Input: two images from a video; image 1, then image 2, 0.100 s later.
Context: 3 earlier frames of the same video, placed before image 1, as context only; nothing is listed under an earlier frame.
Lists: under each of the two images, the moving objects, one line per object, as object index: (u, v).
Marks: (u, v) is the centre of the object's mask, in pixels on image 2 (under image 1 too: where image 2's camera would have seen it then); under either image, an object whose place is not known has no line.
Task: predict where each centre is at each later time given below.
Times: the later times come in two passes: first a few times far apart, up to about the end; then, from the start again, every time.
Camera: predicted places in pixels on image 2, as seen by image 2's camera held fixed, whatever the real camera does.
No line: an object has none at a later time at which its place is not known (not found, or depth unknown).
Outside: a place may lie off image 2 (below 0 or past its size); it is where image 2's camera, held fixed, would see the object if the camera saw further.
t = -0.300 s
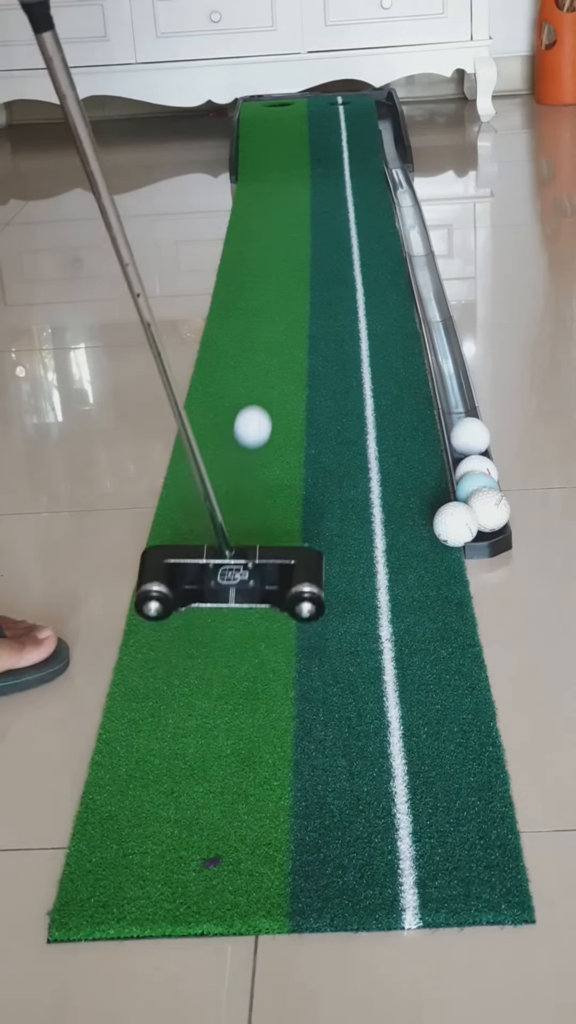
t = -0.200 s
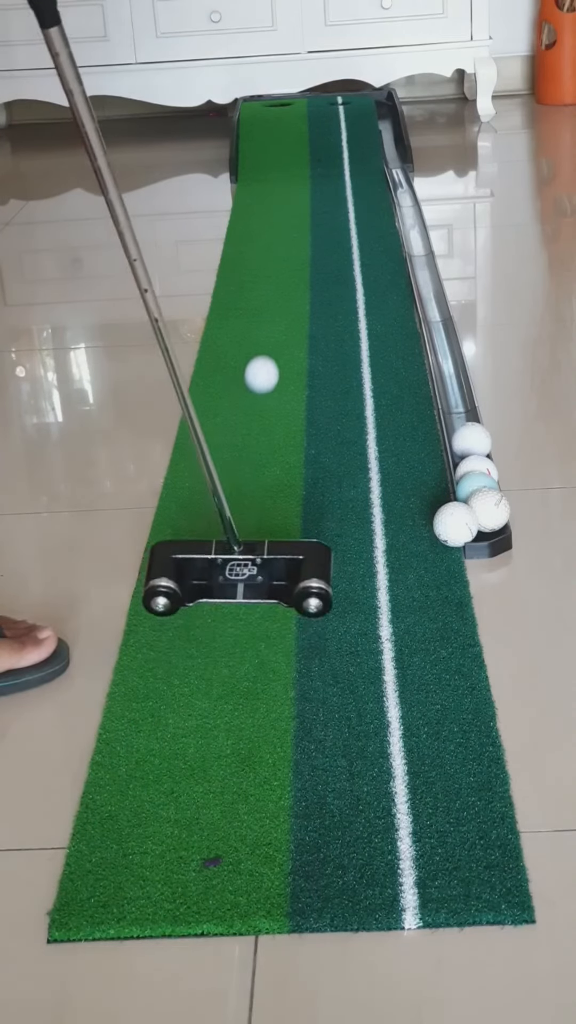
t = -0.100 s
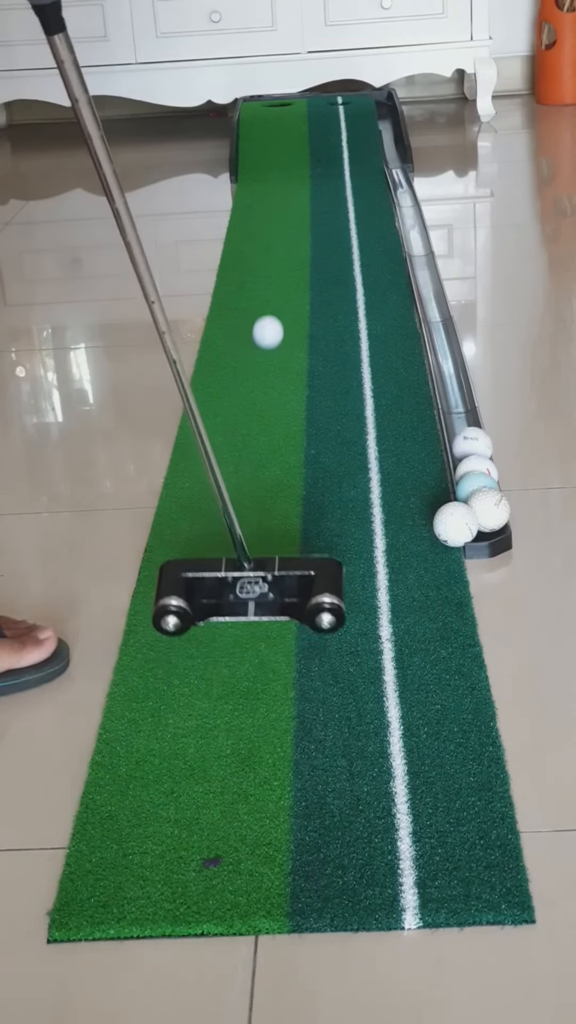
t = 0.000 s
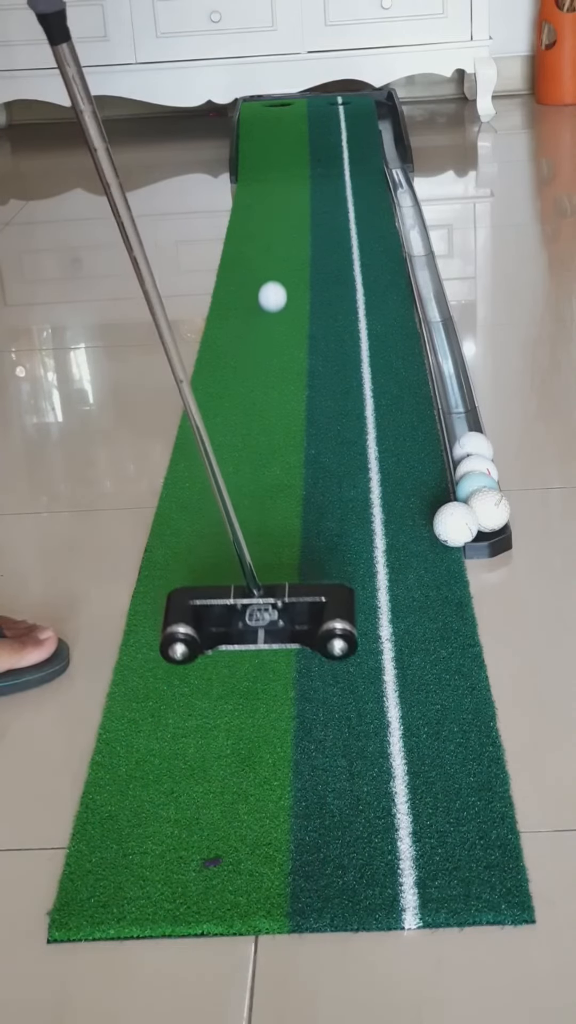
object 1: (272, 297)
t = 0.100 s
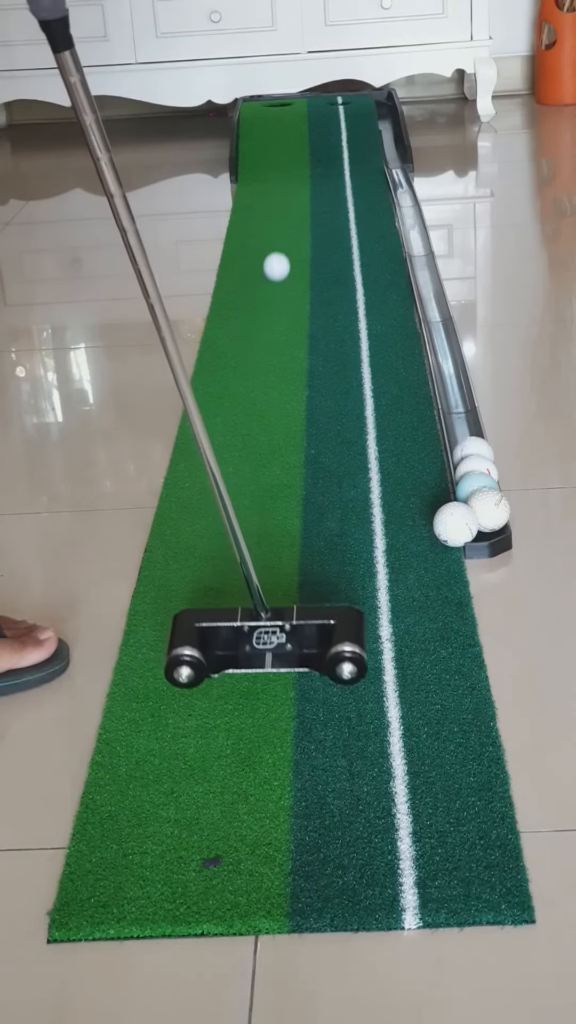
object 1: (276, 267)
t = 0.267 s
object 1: (281, 226)
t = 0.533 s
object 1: (282, 178)
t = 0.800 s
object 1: (278, 117)
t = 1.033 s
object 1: (276, 100)
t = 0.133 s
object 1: (277, 257)
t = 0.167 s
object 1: (279, 249)
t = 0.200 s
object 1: (280, 241)
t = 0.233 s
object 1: (280, 233)
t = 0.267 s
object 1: (281, 226)
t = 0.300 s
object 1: (281, 219)
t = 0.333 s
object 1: (281, 212)
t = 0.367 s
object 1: (282, 206)
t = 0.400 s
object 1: (281, 200)
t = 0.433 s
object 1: (282, 194)
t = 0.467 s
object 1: (282, 189)
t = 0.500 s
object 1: (282, 183)
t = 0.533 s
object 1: (282, 178)
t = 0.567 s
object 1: (282, 173)
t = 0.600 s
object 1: (282, 168)
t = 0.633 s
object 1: (281, 158)
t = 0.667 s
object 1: (280, 147)
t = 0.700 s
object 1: (280, 139)
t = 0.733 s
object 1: (279, 130)
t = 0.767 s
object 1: (279, 123)
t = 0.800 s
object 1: (278, 117)
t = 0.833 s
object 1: (277, 111)
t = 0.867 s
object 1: (277, 106)
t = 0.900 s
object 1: (277, 103)
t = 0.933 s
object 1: (276, 100)
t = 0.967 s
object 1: (276, 98)
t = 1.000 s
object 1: (276, 98)
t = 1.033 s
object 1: (276, 100)
